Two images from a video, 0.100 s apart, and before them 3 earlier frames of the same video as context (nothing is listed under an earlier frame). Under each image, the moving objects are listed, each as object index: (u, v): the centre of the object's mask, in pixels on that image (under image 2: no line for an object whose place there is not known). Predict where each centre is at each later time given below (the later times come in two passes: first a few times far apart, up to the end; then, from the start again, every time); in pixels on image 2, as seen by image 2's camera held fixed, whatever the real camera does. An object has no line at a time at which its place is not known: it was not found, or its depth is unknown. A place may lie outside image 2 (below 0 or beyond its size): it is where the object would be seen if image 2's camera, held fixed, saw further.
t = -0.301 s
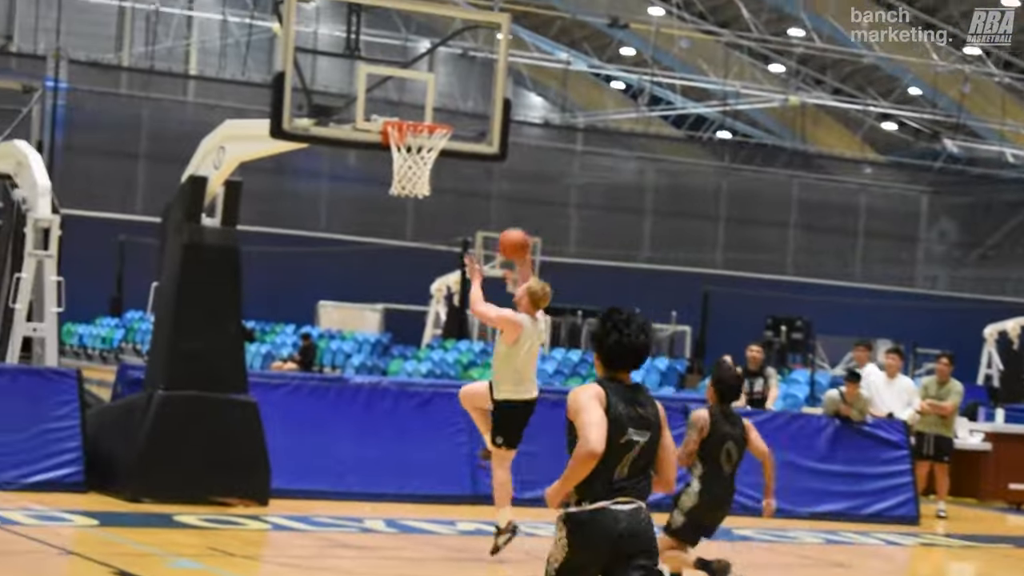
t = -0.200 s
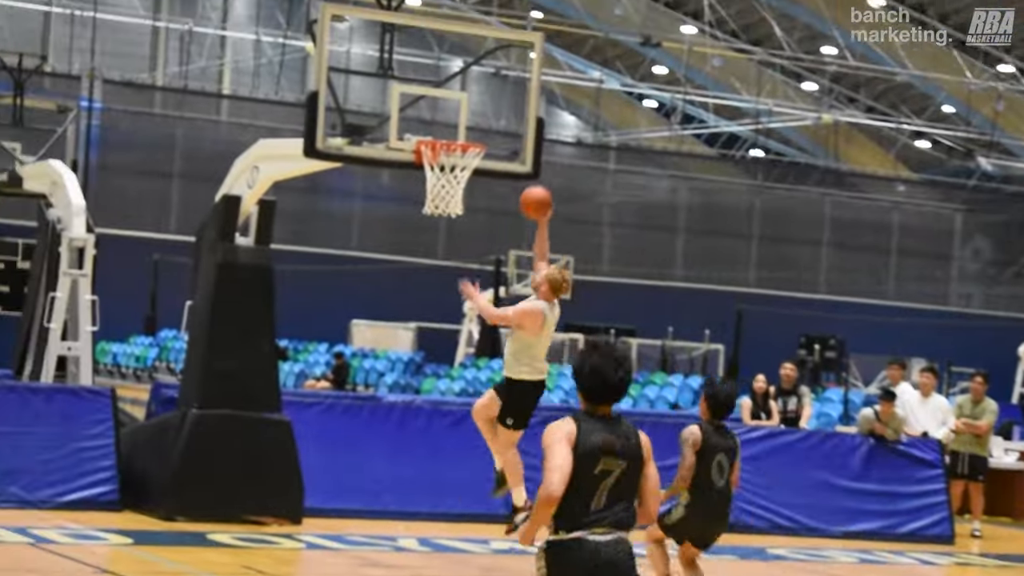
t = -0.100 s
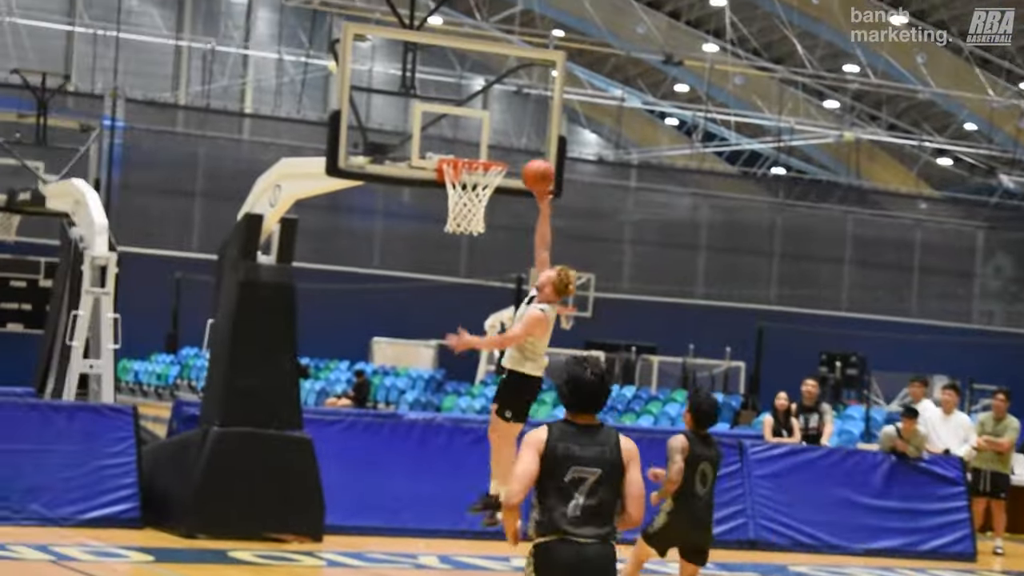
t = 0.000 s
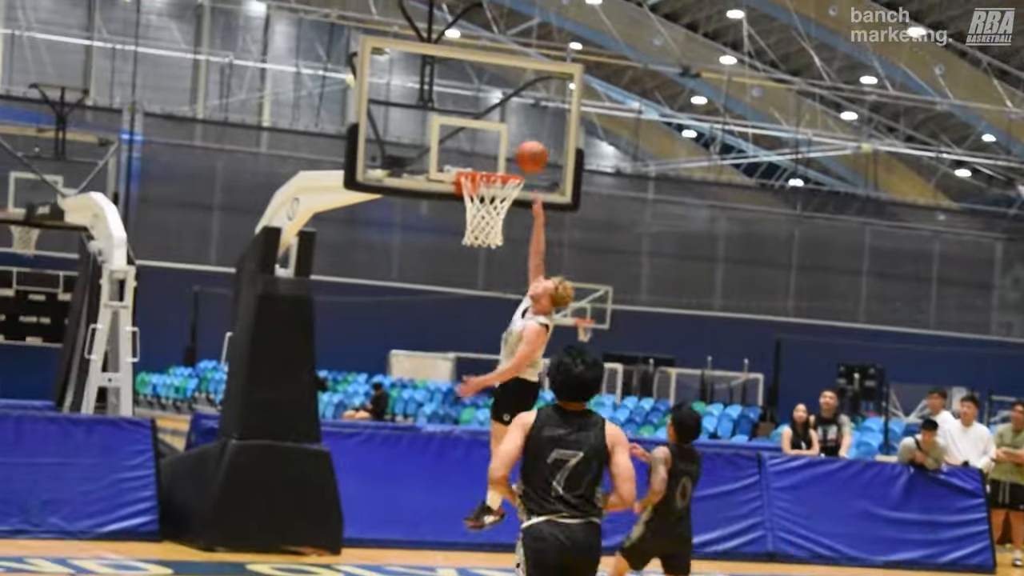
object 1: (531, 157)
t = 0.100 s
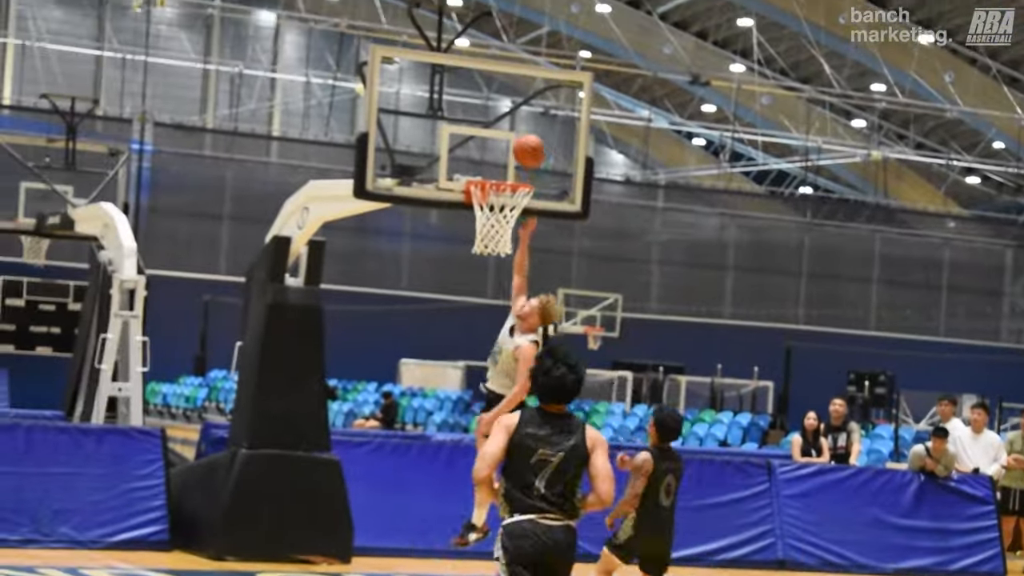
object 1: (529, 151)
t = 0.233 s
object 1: (524, 154)
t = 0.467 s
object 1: (498, 203)
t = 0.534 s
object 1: (482, 220)
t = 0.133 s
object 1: (528, 149)
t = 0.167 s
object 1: (527, 149)
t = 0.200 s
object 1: (526, 150)
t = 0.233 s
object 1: (524, 154)
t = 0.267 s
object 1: (522, 158)
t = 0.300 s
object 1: (520, 164)
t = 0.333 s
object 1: (519, 170)
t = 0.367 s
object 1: (516, 175)
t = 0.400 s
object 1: (511, 181)
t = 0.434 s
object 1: (501, 193)
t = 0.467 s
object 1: (498, 203)
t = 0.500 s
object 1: (490, 211)
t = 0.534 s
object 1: (482, 220)
